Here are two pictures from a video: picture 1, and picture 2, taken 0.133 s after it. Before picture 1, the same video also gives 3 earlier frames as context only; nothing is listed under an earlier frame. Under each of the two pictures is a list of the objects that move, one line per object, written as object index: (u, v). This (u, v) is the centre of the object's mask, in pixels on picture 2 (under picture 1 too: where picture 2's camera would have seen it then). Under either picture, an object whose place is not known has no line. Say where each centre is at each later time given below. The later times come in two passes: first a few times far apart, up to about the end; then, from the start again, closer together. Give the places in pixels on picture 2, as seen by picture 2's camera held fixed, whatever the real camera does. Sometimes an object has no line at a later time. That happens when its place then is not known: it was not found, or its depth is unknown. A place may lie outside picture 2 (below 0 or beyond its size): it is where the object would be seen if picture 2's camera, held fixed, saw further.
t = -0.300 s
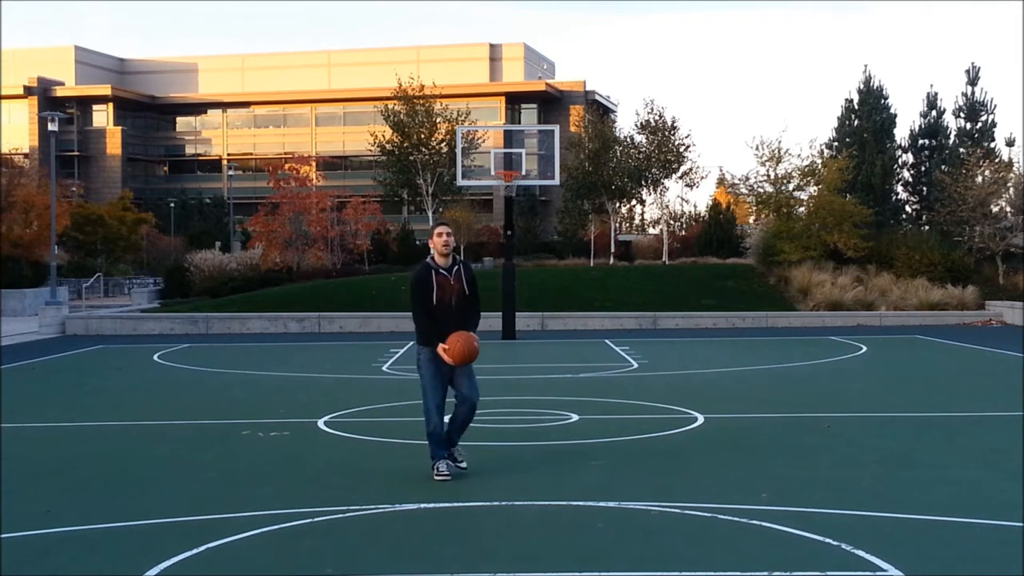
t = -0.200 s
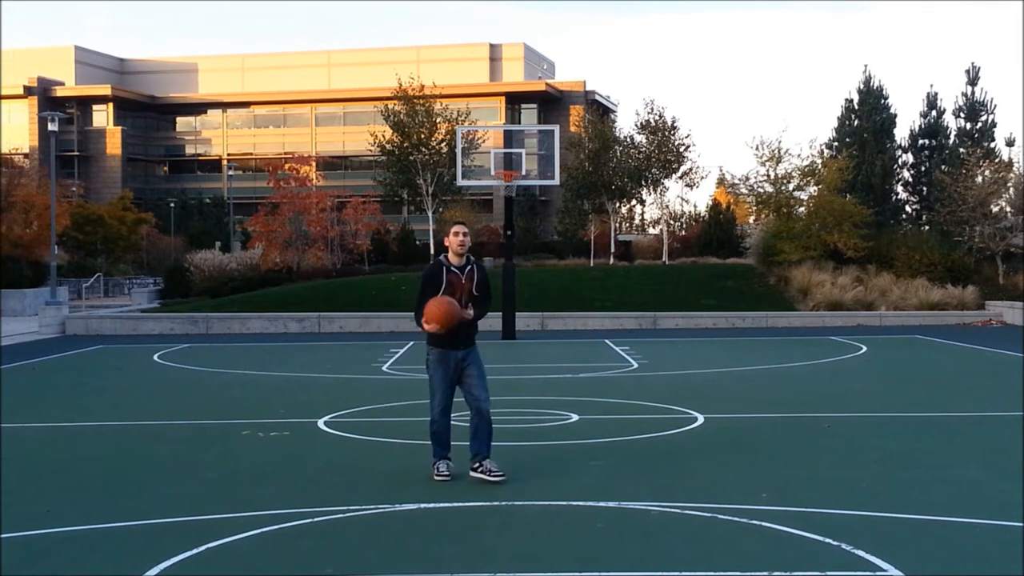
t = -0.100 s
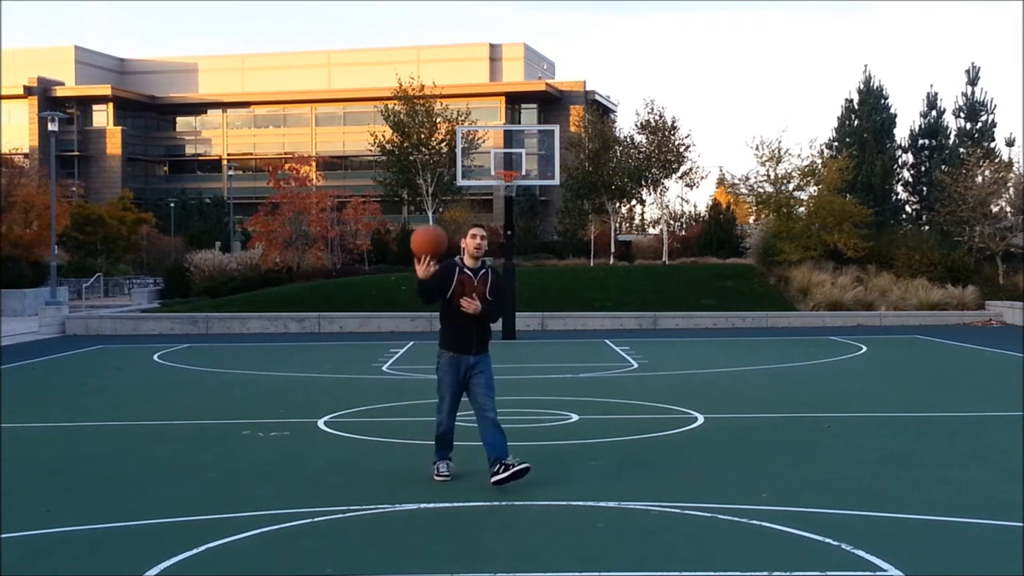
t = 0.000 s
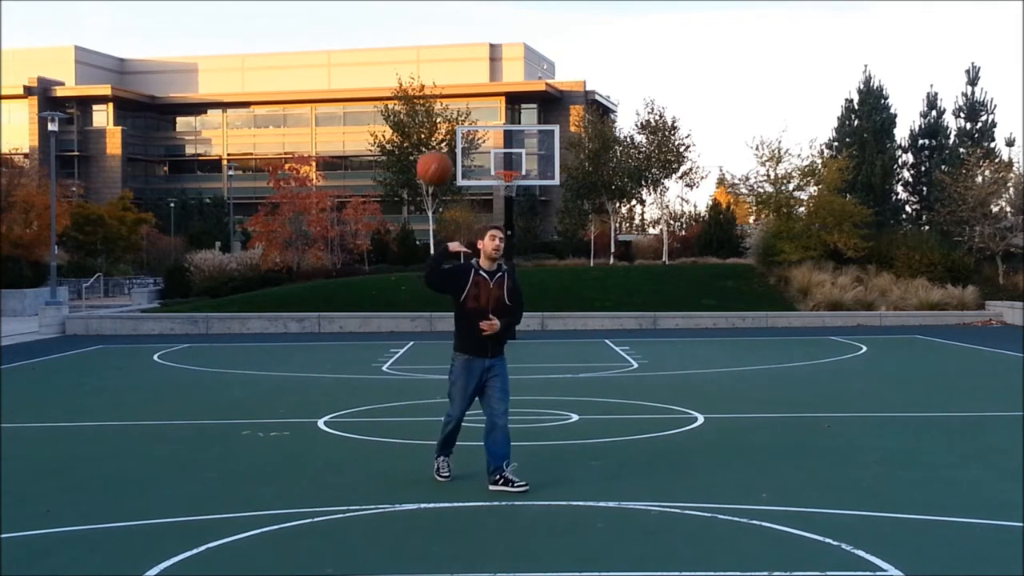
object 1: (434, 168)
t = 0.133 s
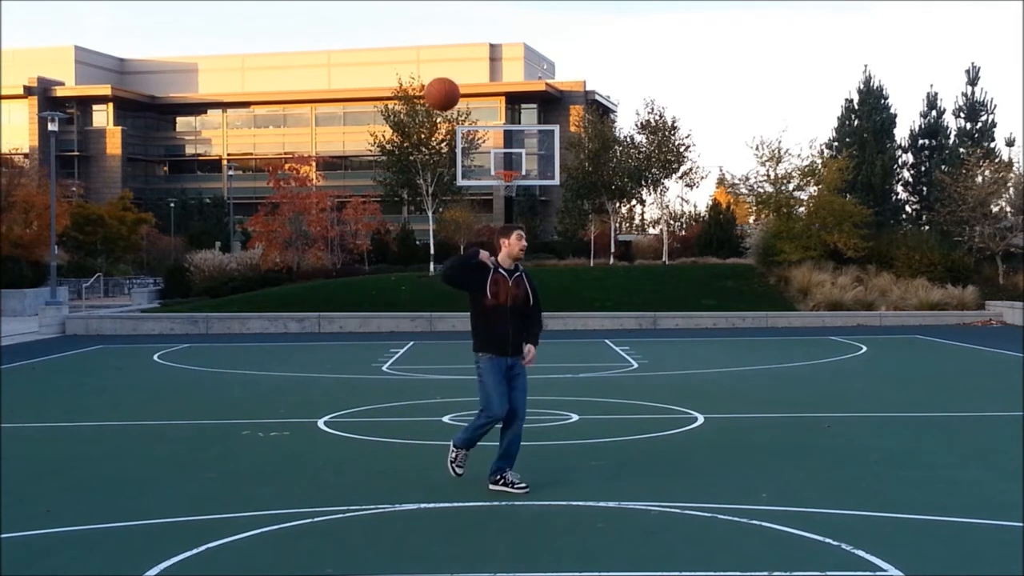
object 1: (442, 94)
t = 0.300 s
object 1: (450, 37)
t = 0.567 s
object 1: (462, 29)
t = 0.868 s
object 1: (474, 133)
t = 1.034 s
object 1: (480, 238)
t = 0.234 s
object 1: (447, 55)
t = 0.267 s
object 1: (449, 45)
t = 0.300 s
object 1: (450, 37)
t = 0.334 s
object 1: (452, 31)
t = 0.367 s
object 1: (453, 26)
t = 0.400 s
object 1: (455, 22)
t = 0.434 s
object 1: (456, 21)
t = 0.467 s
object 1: (458, 20)
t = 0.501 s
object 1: (459, 22)
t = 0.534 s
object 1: (461, 25)
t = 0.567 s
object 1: (462, 29)
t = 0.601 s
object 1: (463, 35)
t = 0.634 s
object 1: (465, 42)
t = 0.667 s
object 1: (466, 50)
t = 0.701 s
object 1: (467, 60)
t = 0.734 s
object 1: (469, 72)
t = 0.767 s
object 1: (470, 85)
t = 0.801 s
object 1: (471, 100)
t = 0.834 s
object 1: (472, 116)
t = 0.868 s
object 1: (474, 133)
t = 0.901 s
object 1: (475, 152)
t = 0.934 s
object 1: (476, 171)
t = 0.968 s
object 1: (477, 192)
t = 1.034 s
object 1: (480, 238)
